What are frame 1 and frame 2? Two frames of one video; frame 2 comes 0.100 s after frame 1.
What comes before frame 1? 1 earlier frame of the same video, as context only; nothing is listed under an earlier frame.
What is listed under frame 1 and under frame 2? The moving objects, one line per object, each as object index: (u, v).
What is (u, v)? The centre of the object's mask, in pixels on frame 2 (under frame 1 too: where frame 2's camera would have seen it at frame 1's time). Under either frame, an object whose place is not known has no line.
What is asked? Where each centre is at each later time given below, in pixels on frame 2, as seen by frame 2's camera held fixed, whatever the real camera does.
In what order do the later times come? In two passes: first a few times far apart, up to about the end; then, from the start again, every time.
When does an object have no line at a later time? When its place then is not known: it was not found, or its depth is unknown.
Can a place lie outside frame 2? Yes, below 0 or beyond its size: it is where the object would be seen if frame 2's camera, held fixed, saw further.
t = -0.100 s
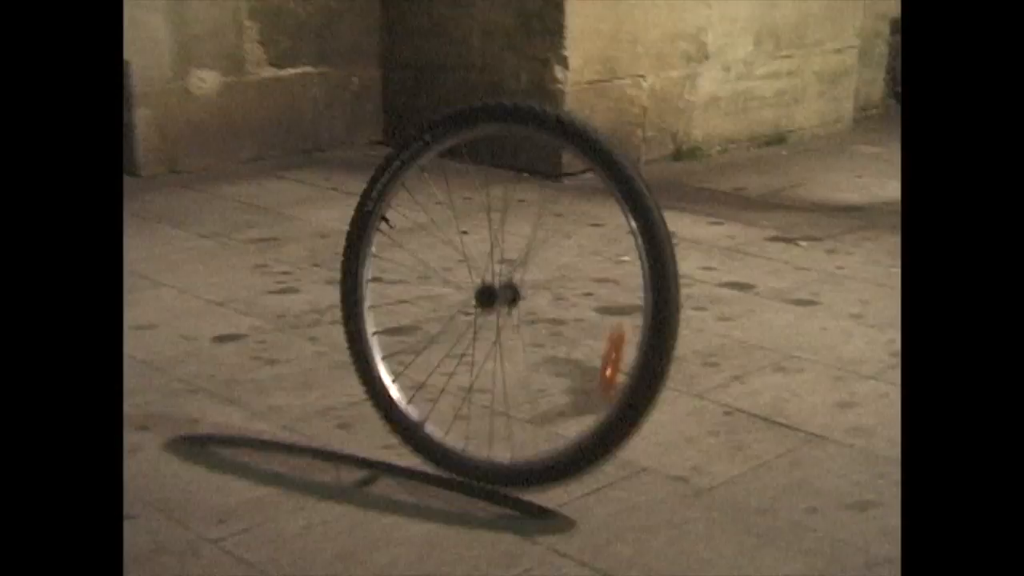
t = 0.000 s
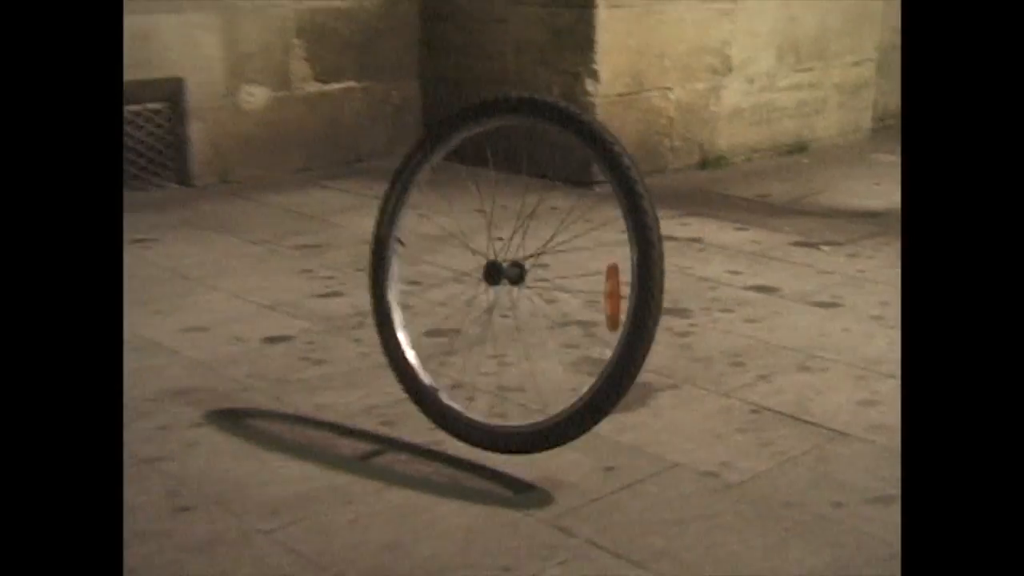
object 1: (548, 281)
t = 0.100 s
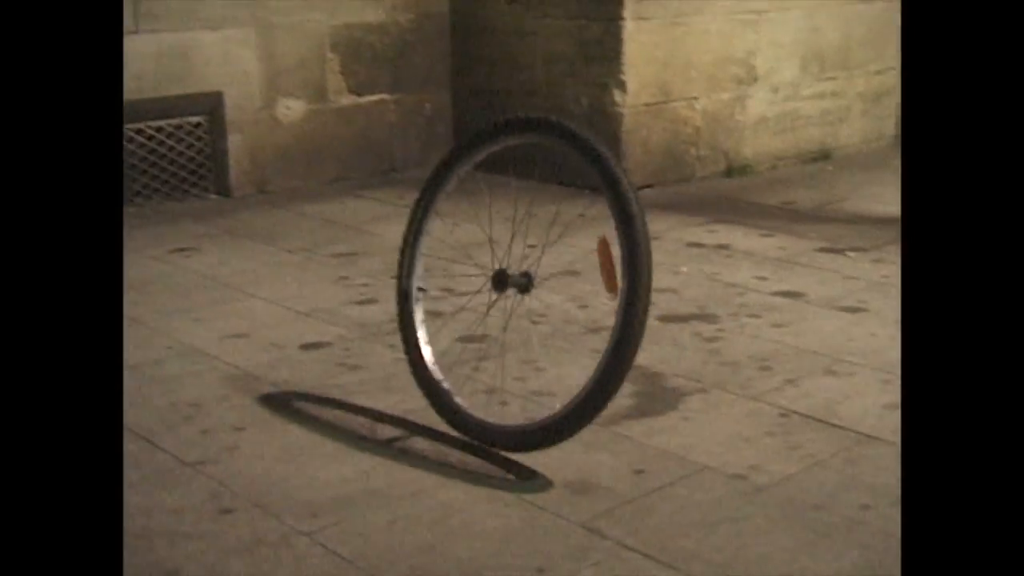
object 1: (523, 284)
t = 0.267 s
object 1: (500, 270)
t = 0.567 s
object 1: (518, 249)
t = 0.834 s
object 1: (623, 221)
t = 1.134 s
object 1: (753, 216)
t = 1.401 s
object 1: (851, 233)
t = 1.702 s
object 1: (922, 282)
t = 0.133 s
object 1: (517, 276)
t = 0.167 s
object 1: (512, 274)
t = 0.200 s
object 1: (507, 277)
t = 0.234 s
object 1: (503, 274)
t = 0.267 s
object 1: (500, 270)
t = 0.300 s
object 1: (498, 270)
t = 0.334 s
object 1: (496, 268)
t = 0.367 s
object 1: (495, 267)
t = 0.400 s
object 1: (513, 281)
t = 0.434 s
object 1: (499, 262)
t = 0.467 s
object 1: (507, 253)
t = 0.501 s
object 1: (505, 255)
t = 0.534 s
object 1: (508, 254)
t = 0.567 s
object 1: (518, 249)
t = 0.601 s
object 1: (527, 246)
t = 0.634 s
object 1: (538, 241)
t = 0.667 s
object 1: (550, 237)
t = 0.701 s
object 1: (563, 233)
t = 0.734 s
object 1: (577, 229)
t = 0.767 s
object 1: (592, 226)
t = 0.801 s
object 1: (608, 223)
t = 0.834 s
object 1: (623, 221)
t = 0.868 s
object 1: (639, 219)
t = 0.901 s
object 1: (654, 217)
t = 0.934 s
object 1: (669, 216)
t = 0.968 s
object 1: (684, 215)
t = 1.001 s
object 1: (698, 215)
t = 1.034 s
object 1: (712, 215)
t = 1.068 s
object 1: (726, 215)
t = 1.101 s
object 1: (740, 215)
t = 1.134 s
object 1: (753, 216)
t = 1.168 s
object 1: (766, 218)
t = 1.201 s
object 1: (779, 219)
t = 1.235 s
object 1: (792, 221)
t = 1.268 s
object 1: (805, 223)
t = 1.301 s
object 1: (816, 225)
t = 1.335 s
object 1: (828, 227)
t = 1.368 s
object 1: (840, 230)
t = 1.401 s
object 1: (851, 233)
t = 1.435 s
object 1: (861, 236)
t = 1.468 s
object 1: (872, 240)
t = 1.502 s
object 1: (881, 244)
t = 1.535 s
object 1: (891, 249)
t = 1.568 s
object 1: (899, 255)
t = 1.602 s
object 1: (906, 261)
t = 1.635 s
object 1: (912, 267)
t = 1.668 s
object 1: (918, 274)
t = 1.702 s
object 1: (922, 282)
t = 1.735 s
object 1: (926, 290)
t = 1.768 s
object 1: (929, 300)
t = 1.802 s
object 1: (925, 318)
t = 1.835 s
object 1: (921, 323)
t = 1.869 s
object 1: (914, 333)
